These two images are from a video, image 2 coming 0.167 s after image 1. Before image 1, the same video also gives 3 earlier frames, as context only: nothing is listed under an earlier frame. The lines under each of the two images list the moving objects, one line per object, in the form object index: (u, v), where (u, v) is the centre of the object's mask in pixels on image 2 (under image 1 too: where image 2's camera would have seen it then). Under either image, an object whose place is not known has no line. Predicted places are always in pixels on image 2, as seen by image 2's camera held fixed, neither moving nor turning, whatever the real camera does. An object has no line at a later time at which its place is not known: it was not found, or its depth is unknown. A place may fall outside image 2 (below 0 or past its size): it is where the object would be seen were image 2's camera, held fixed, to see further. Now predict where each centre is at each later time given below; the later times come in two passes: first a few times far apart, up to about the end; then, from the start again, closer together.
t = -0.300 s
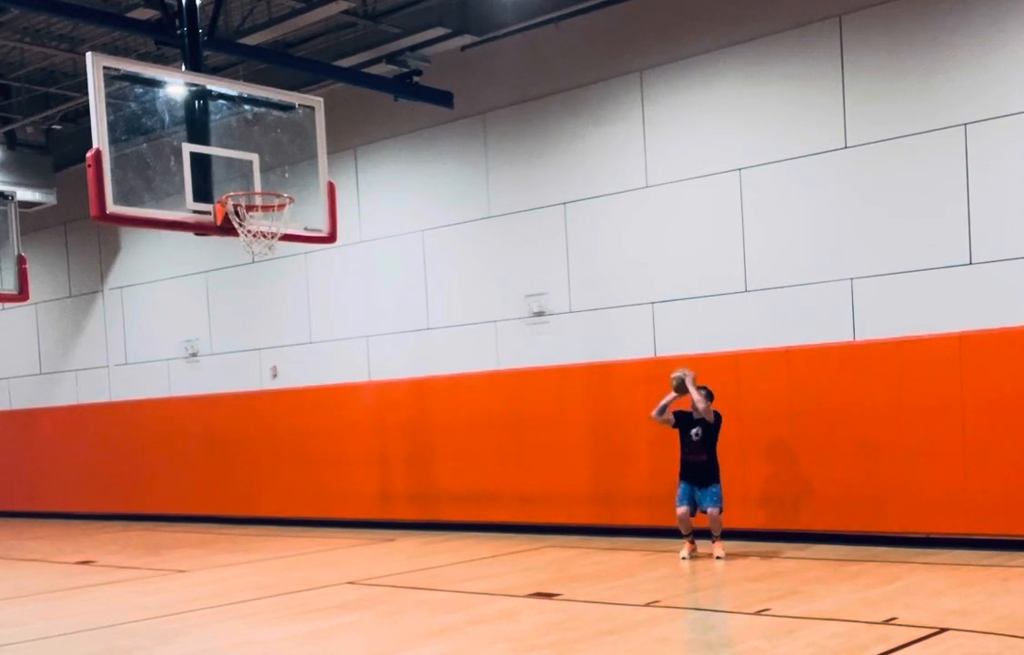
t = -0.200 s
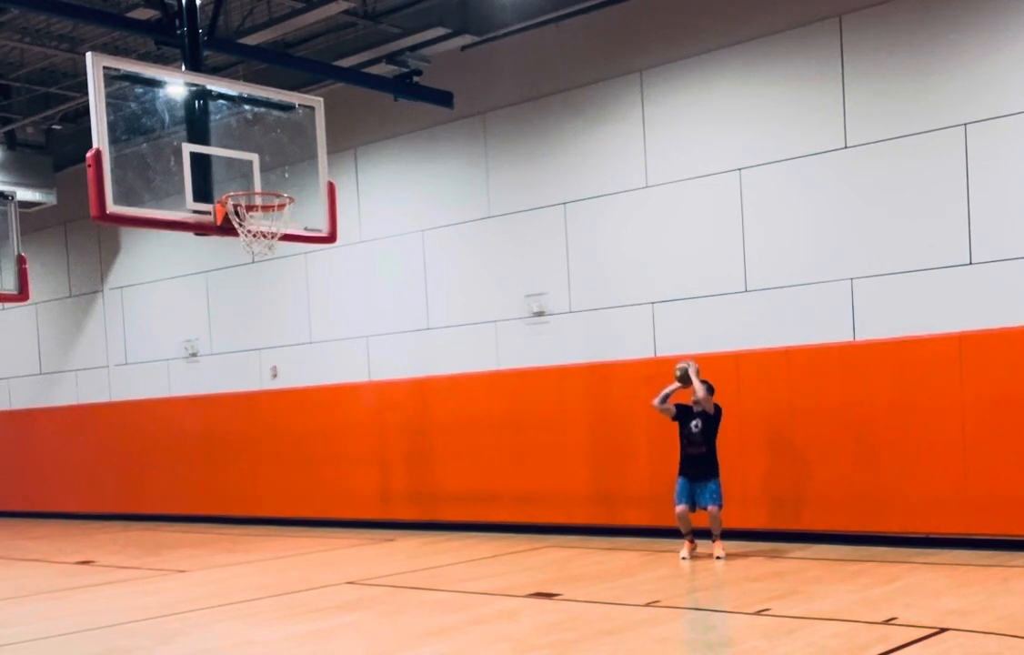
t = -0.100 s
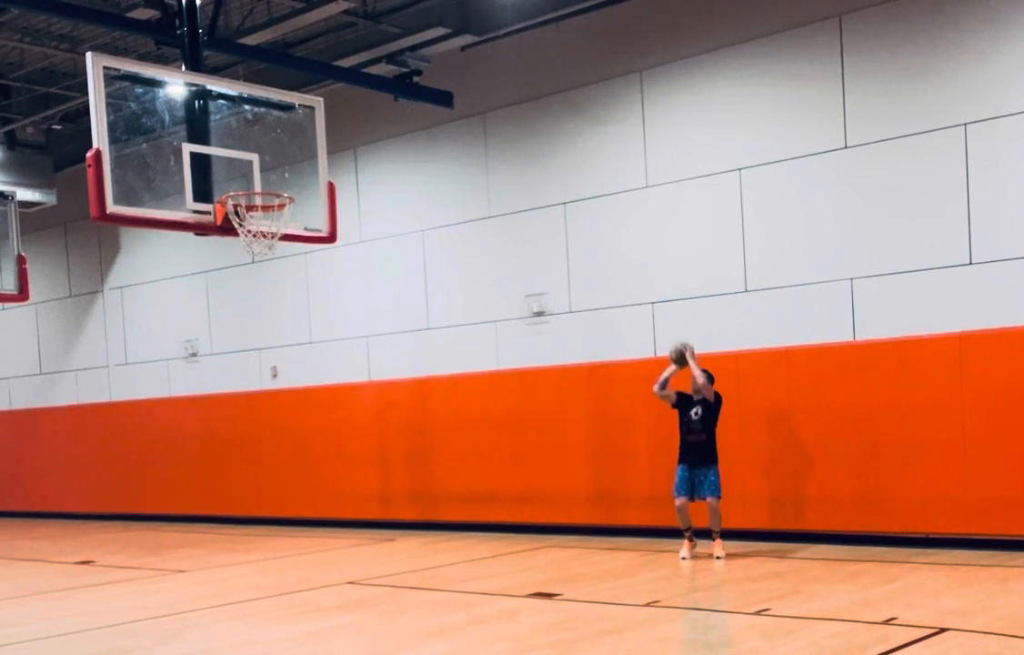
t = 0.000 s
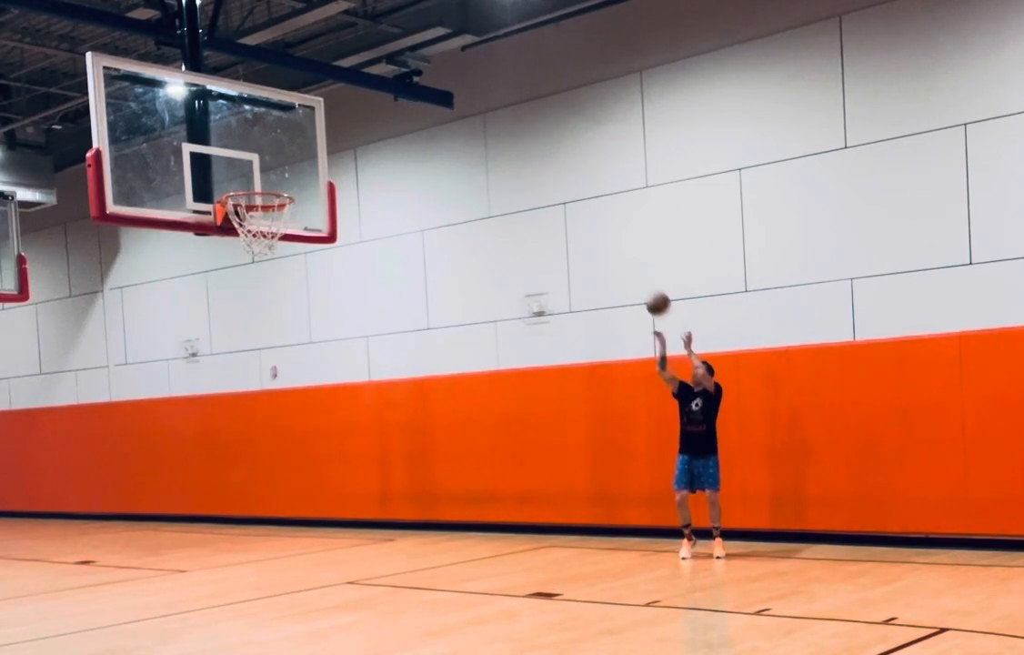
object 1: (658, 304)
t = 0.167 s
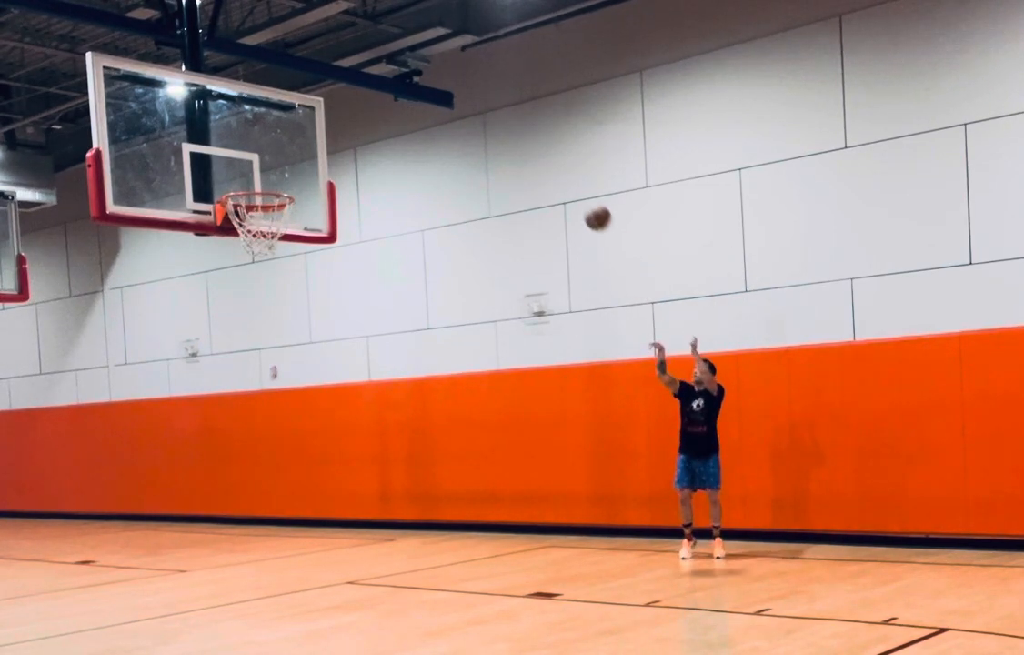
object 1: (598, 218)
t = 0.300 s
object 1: (546, 164)
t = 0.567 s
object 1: (440, 113)
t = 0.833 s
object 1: (319, 151)
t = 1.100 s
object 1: (236, 227)
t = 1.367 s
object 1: (267, 256)
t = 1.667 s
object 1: (298, 337)
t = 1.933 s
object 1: (331, 508)
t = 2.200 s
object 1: (341, 519)
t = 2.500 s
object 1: (336, 426)
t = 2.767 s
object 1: (338, 445)
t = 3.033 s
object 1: (344, 561)
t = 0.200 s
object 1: (585, 204)
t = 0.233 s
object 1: (572, 189)
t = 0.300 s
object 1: (546, 164)
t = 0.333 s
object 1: (534, 154)
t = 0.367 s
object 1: (521, 144)
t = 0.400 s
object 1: (507, 136)
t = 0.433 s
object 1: (494, 129)
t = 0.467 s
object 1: (481, 123)
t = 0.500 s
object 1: (468, 119)
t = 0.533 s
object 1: (454, 115)
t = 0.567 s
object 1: (440, 113)
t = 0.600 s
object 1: (425, 111)
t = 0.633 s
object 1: (410, 114)
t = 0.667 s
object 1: (396, 115)
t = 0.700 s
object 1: (382, 119)
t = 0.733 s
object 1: (366, 125)
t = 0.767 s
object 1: (350, 131)
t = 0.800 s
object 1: (335, 140)
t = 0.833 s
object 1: (319, 151)
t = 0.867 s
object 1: (303, 161)
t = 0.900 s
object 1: (287, 175)
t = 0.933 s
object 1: (271, 189)
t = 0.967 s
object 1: (255, 210)
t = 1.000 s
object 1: (244, 217)
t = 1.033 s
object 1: (238, 212)
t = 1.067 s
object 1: (238, 219)
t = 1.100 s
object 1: (236, 227)
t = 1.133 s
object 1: (239, 218)
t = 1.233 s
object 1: (245, 249)
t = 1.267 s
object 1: (256, 253)
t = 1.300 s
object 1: (260, 256)
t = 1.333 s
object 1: (264, 255)
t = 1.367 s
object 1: (267, 256)
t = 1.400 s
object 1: (270, 259)
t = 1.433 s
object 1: (274, 262)
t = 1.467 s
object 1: (277, 267)
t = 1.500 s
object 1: (280, 276)
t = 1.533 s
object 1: (284, 285)
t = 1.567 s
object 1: (287, 296)
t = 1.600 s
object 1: (291, 308)
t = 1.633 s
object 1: (294, 322)
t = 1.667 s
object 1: (298, 337)
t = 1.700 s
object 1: (302, 354)
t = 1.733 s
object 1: (306, 372)
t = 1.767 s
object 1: (310, 392)
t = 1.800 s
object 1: (314, 412)
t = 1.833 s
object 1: (318, 434)
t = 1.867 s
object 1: (322, 458)
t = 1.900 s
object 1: (327, 482)
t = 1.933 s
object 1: (331, 508)
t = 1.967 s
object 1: (334, 535)
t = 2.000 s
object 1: (339, 565)
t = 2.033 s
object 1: (344, 595)
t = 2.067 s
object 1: (345, 597)
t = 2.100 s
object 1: (344, 576)
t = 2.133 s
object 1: (343, 556)
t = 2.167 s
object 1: (342, 536)
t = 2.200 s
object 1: (341, 519)
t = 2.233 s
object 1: (340, 502)
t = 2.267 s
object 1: (339, 488)
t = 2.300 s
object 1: (339, 475)
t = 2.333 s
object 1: (338, 463)
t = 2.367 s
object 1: (338, 452)
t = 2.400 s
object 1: (337, 444)
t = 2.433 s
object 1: (337, 437)
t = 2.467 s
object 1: (336, 431)
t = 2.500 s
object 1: (336, 426)
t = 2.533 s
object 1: (336, 423)
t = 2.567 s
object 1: (336, 422)
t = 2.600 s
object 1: (336, 422)
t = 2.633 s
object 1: (336, 424)
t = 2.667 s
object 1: (336, 427)
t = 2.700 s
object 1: (337, 431)
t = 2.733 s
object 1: (337, 437)
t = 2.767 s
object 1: (338, 445)
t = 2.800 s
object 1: (338, 454)
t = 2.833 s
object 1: (339, 464)
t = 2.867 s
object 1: (339, 477)
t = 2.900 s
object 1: (340, 491)
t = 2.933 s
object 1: (341, 506)
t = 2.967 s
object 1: (342, 522)
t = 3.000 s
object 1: (343, 541)
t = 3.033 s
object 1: (344, 561)
